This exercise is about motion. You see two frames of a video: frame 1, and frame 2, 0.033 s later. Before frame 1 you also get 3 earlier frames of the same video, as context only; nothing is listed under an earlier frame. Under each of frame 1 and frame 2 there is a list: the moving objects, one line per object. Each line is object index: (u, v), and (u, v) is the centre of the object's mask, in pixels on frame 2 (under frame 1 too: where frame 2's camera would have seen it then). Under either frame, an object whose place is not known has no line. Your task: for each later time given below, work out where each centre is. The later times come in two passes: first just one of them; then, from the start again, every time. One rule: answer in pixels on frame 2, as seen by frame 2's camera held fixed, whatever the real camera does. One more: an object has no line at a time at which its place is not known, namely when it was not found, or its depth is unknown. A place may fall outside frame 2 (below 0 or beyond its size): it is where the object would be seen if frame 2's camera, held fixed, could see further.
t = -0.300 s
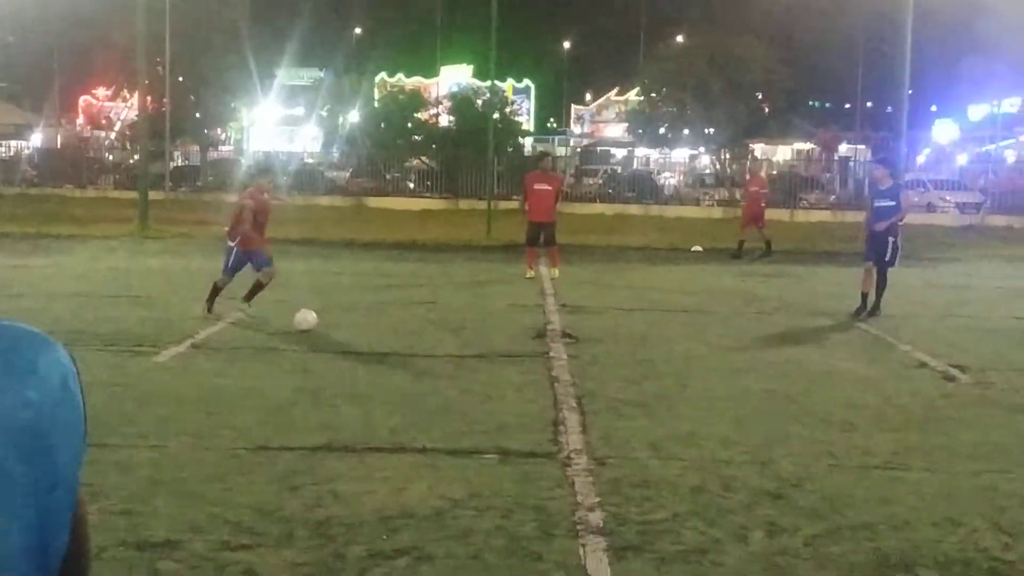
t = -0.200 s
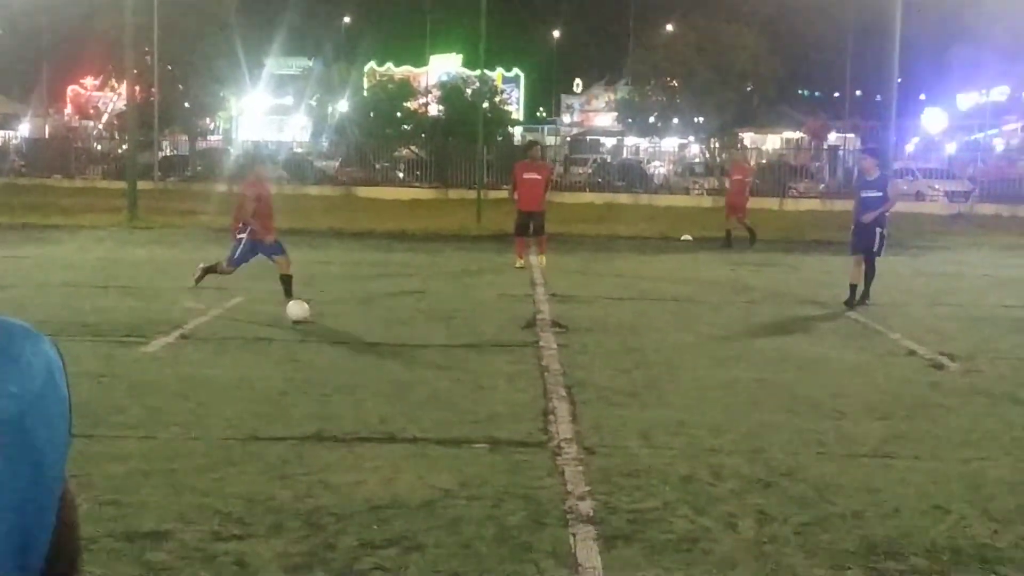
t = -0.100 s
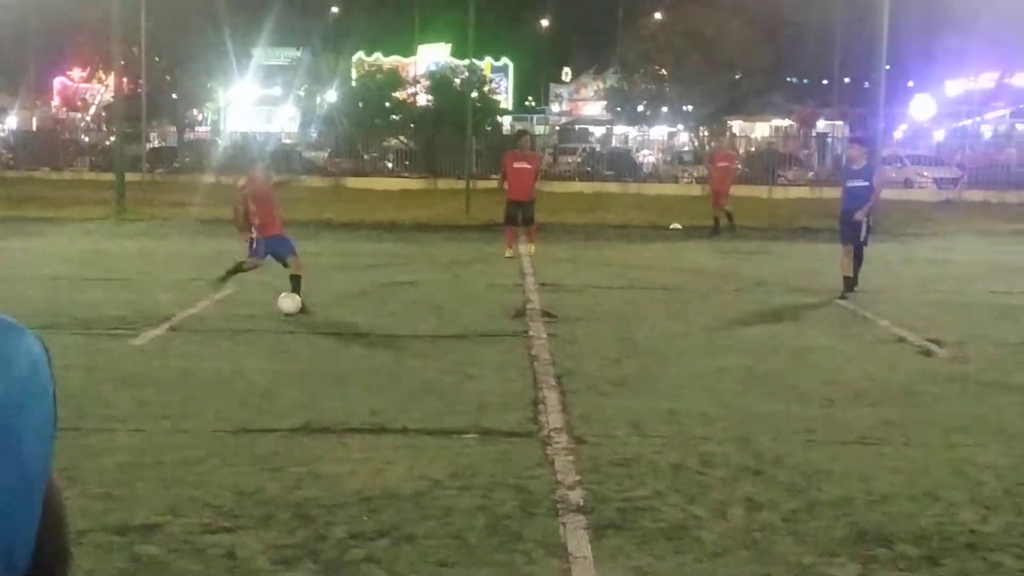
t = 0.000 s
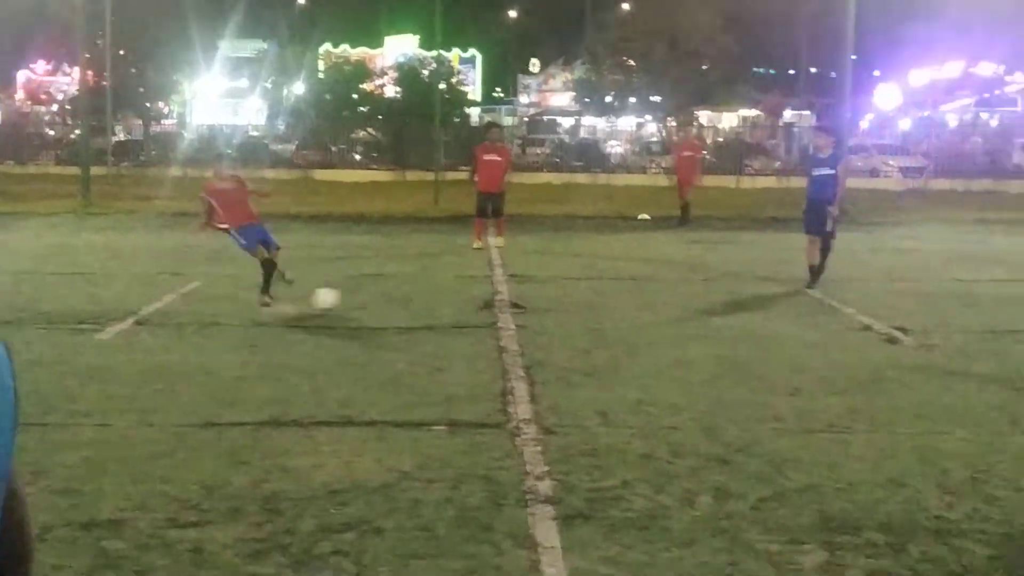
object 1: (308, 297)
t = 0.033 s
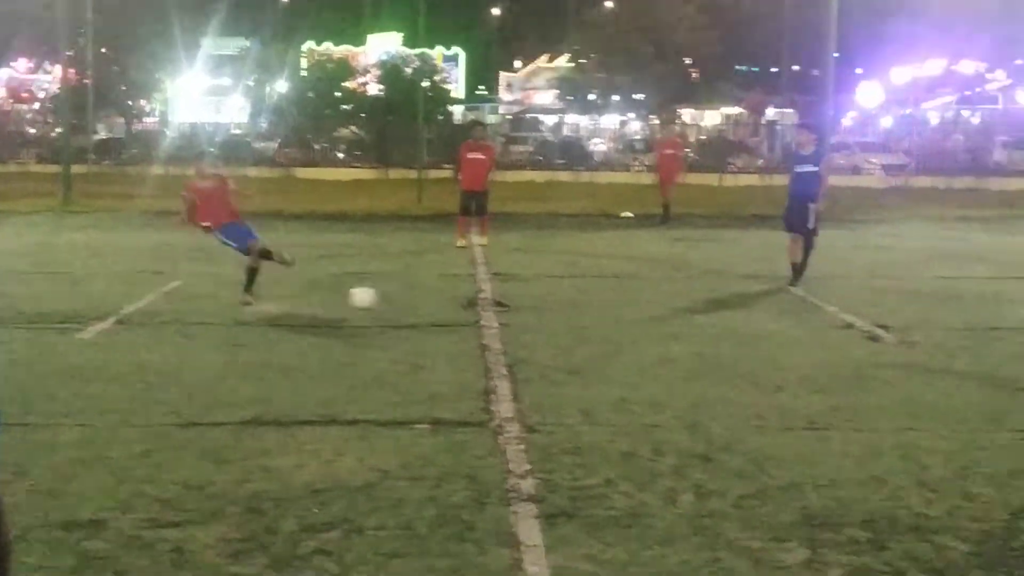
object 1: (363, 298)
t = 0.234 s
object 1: (693, 314)
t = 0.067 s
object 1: (419, 300)
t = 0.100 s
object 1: (474, 304)
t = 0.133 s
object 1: (531, 311)
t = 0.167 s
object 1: (585, 310)
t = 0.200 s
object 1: (639, 311)
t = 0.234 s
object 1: (693, 314)
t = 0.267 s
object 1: (750, 318)
